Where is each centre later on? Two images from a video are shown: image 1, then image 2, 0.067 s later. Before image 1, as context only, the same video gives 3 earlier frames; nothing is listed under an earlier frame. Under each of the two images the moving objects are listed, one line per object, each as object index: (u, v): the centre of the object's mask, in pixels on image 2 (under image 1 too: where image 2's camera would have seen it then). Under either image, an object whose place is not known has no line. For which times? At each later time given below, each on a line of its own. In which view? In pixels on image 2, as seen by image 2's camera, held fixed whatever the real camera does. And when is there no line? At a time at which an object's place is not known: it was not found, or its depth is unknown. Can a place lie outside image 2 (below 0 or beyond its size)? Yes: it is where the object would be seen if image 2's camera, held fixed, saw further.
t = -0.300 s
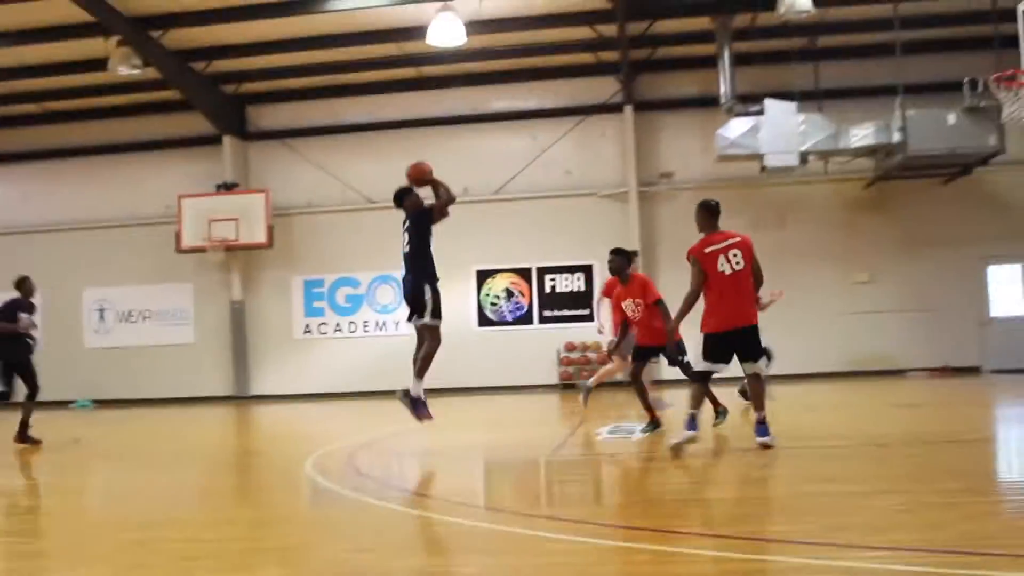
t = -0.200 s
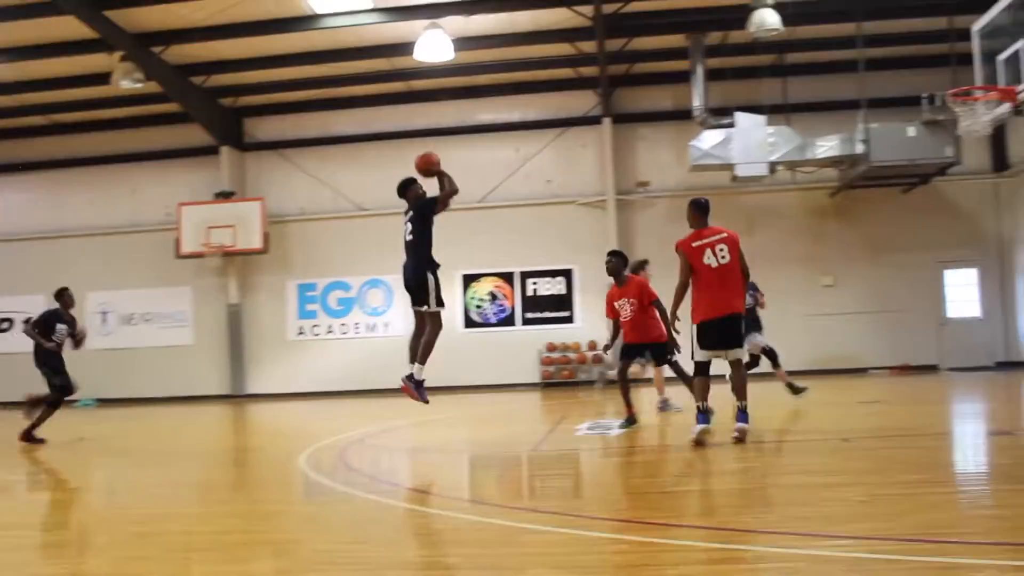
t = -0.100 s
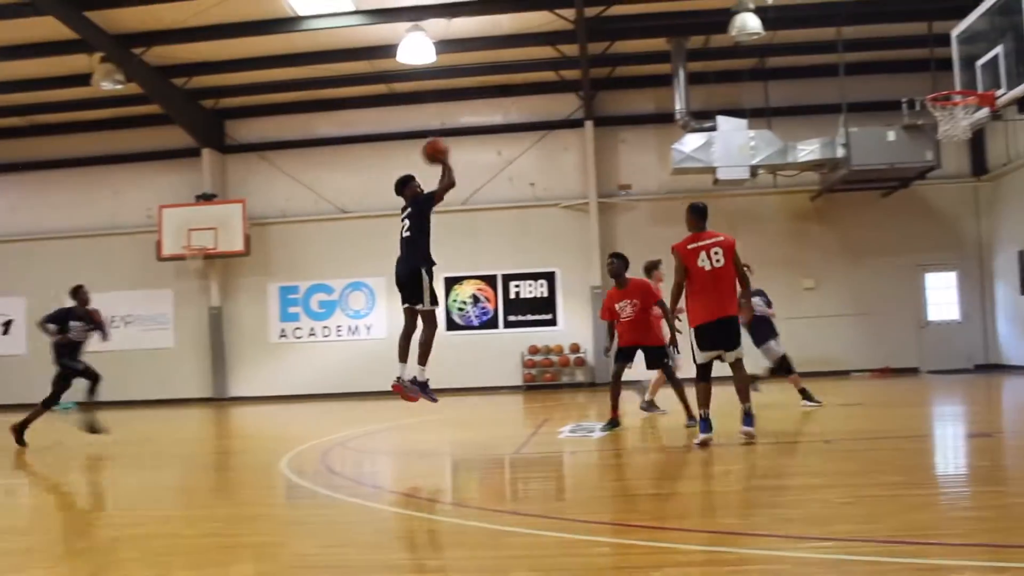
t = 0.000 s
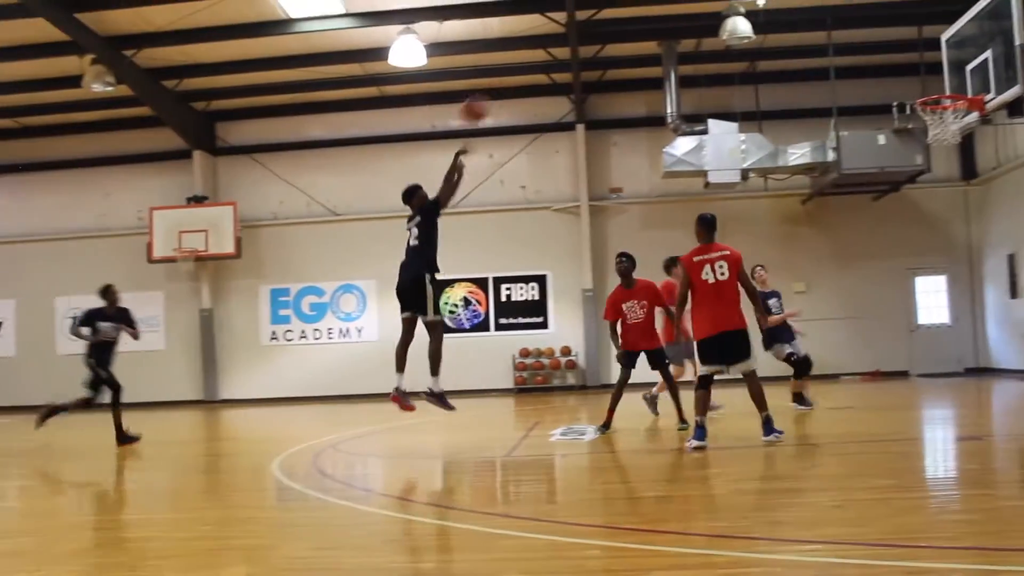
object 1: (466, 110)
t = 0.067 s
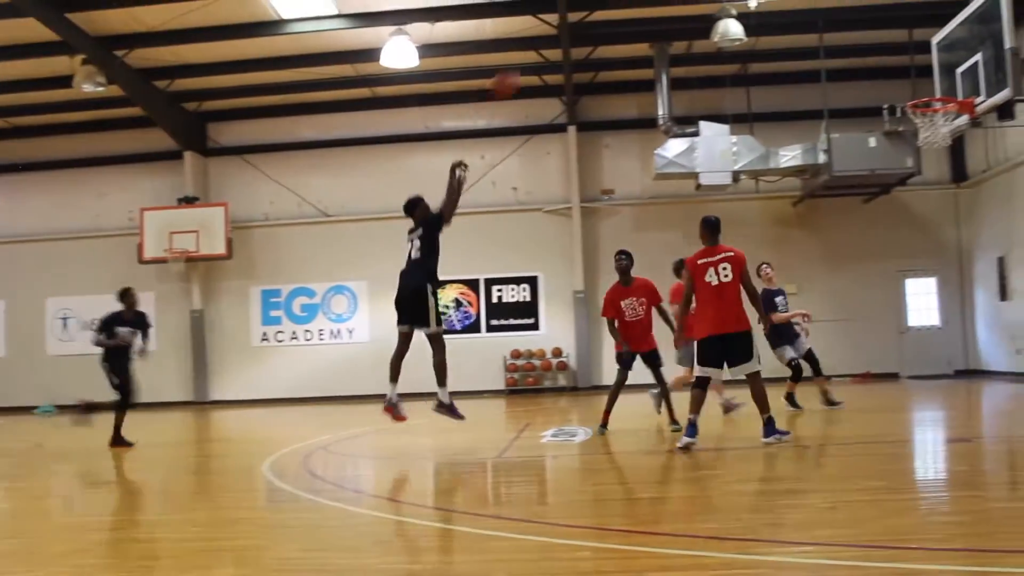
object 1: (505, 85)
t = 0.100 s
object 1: (524, 73)
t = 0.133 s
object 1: (542, 64)
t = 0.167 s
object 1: (564, 52)
